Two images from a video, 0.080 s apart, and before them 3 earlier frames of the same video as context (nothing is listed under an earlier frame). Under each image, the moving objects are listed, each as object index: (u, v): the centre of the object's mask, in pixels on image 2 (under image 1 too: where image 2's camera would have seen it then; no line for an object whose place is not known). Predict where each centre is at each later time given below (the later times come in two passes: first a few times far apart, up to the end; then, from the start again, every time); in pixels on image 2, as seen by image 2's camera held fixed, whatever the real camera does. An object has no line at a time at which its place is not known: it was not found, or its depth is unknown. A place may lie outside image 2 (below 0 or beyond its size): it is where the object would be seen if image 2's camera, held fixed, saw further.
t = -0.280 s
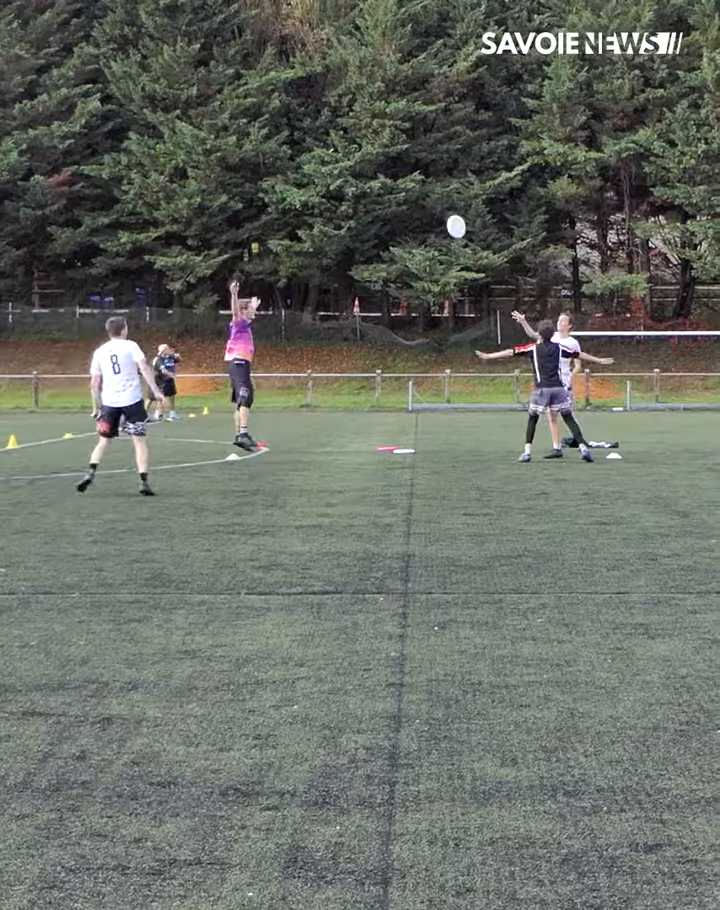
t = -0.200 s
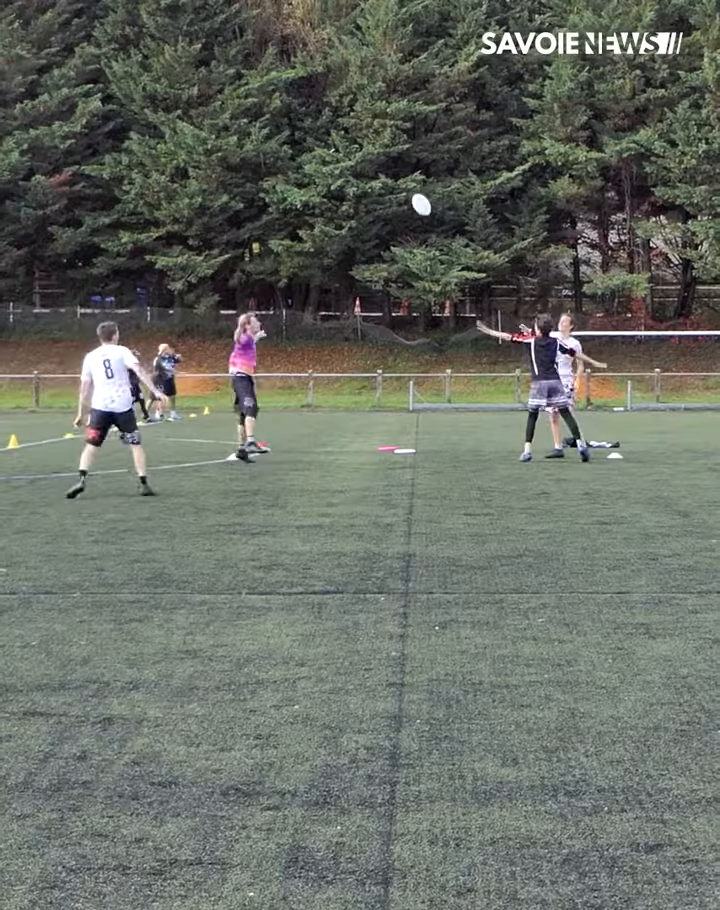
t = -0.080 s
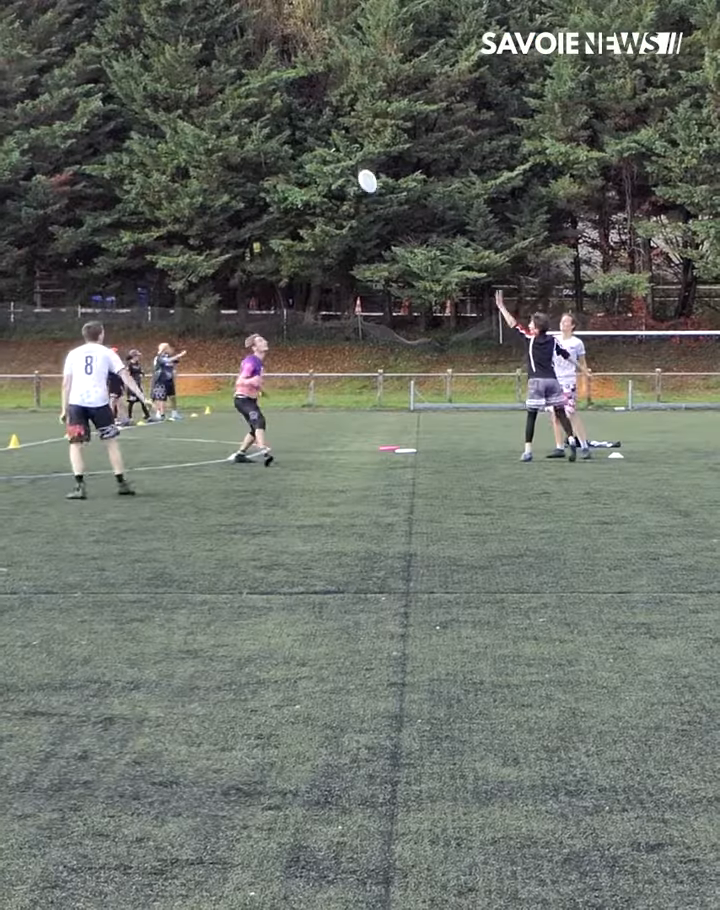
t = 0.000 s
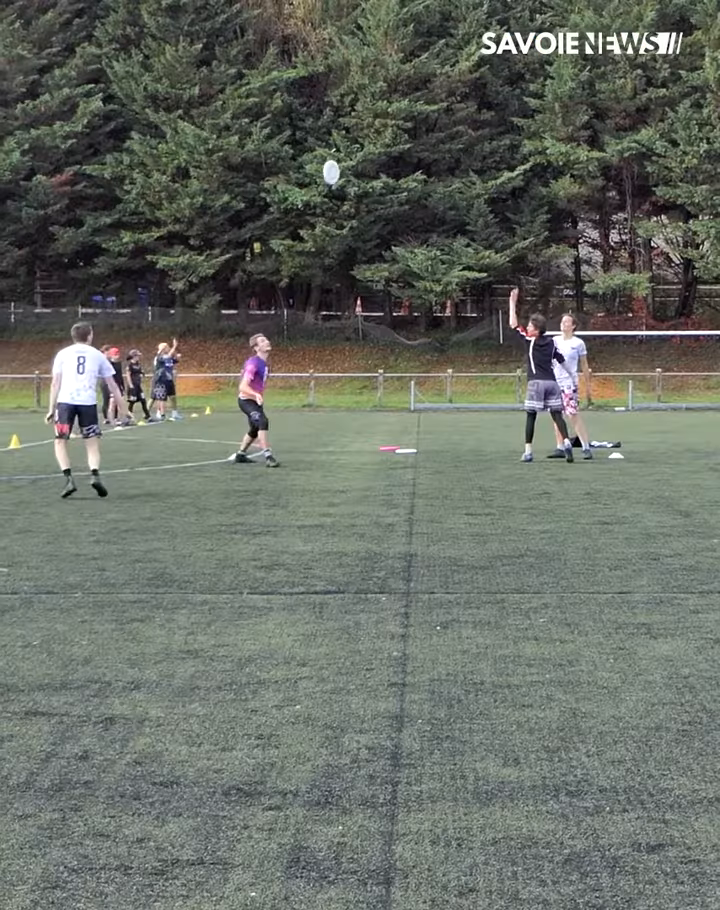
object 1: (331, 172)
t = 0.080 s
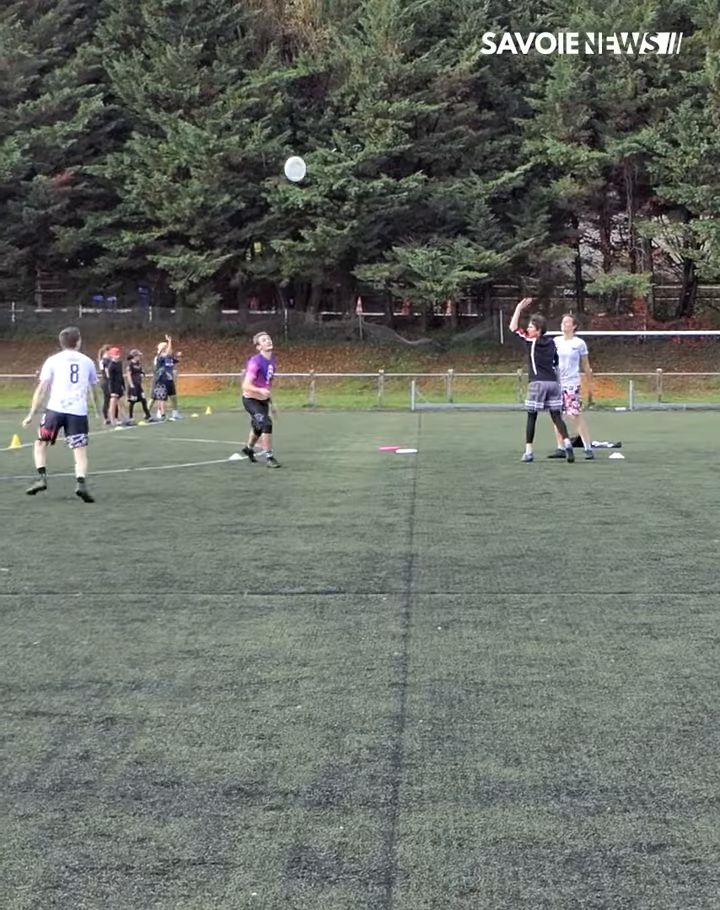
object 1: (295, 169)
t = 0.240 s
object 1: (221, 178)
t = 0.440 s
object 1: (128, 224)
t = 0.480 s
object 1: (109, 237)
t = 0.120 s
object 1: (276, 169)
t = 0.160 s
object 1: (258, 171)
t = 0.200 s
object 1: (240, 174)
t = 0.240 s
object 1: (221, 178)
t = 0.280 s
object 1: (203, 185)
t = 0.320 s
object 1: (184, 192)
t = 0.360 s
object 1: (166, 201)
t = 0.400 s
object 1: (147, 212)
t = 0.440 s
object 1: (128, 224)
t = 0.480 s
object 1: (109, 237)
